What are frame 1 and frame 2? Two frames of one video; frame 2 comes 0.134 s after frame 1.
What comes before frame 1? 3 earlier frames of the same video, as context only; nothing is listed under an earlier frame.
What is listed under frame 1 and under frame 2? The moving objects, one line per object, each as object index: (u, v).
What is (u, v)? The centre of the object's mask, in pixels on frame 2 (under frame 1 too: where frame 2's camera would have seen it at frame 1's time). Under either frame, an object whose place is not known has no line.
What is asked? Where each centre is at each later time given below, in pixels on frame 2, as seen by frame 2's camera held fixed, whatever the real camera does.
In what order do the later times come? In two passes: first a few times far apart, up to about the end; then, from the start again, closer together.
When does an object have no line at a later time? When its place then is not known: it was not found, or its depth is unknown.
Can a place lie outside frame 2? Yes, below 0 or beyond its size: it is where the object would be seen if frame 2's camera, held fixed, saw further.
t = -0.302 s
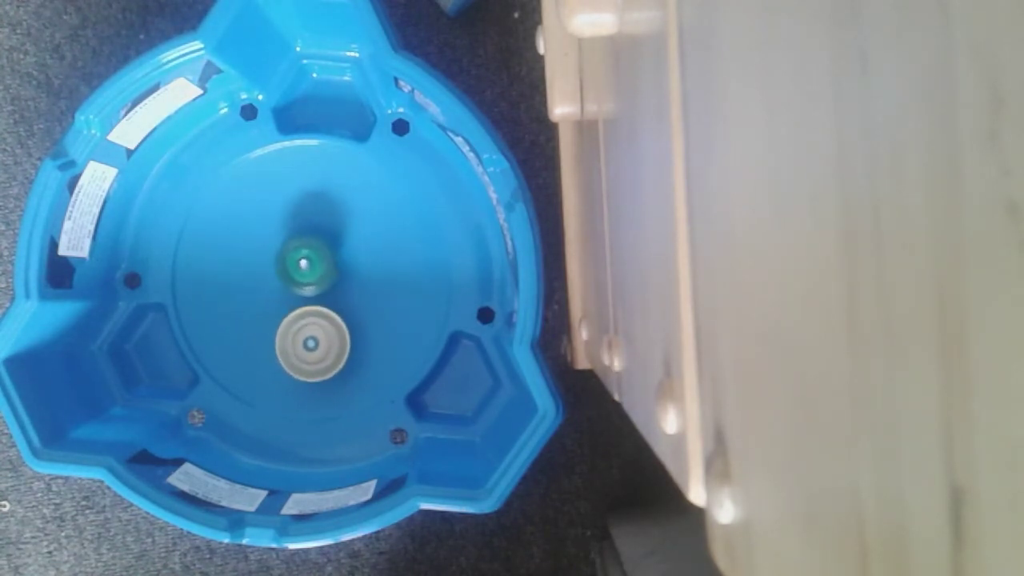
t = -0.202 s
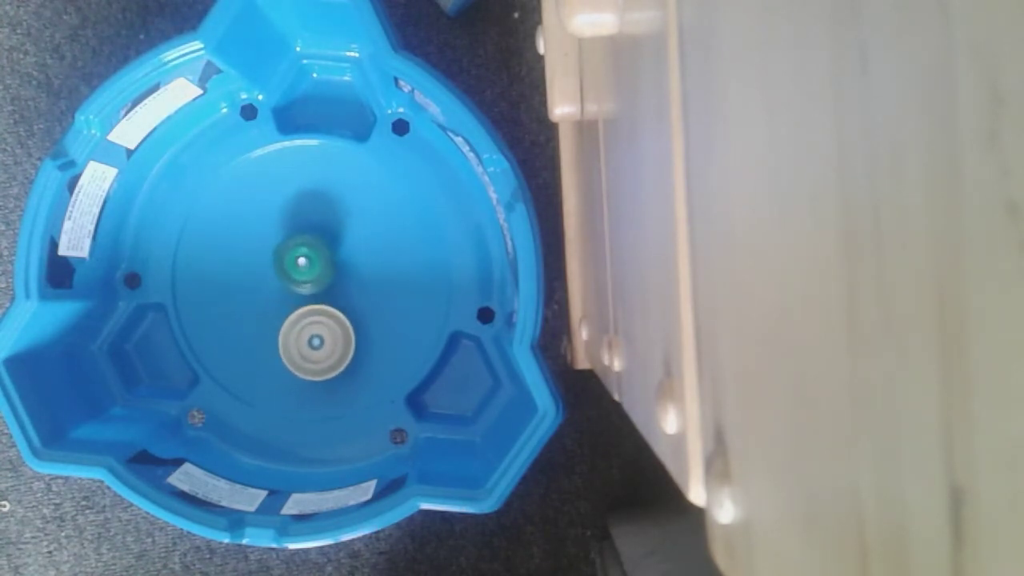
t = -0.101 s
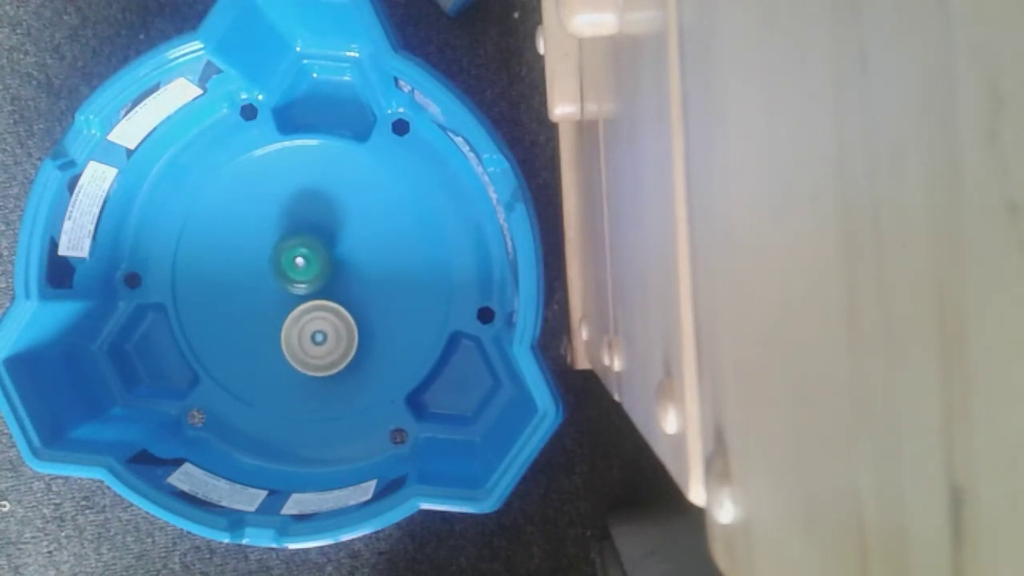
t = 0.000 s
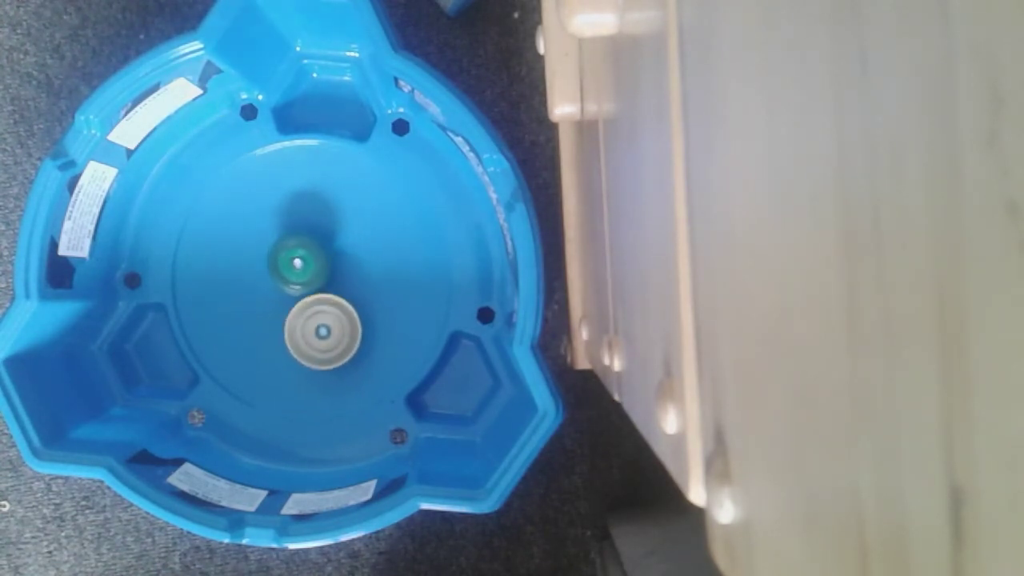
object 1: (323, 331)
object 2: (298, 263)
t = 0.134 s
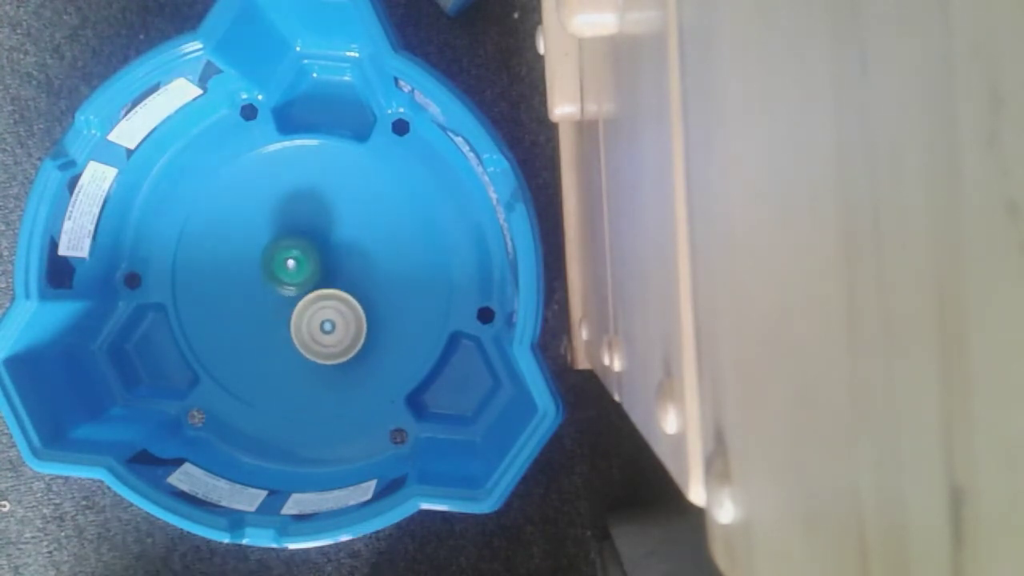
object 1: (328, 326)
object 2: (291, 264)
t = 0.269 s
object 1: (336, 322)
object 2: (289, 266)
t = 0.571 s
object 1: (353, 312)
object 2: (285, 271)
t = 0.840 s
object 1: (369, 303)
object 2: (274, 269)
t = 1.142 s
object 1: (363, 285)
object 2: (270, 270)
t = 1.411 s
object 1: (354, 262)
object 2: (284, 269)
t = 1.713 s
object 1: (366, 244)
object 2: (291, 263)
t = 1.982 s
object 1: (360, 250)
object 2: (288, 263)
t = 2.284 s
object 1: (341, 246)
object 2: (282, 281)
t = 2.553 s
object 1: (340, 238)
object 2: (294, 289)
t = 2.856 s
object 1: (345, 233)
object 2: (297, 284)
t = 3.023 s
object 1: (344, 233)
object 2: (288, 288)
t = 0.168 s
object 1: (330, 325)
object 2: (292, 264)
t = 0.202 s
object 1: (332, 325)
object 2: (290, 264)
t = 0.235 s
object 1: (334, 324)
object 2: (290, 264)
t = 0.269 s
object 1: (336, 322)
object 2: (289, 266)
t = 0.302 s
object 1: (339, 320)
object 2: (288, 267)
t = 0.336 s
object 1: (341, 318)
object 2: (288, 267)
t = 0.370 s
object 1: (344, 319)
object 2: (286, 267)
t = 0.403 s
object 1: (347, 318)
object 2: (285, 268)
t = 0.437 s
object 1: (348, 318)
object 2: (284, 268)
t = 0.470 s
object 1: (350, 317)
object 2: (284, 268)
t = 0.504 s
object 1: (351, 315)
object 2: (284, 269)
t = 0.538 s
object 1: (352, 313)
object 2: (285, 270)
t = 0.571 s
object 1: (353, 312)
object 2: (285, 271)
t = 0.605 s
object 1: (353, 310)
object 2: (285, 272)
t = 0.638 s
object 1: (353, 307)
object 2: (286, 271)
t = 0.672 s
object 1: (353, 305)
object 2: (287, 272)
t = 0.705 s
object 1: (357, 305)
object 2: (285, 272)
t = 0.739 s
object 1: (363, 307)
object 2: (278, 270)
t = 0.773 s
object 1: (366, 306)
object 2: (276, 270)
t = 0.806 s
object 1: (367, 305)
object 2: (275, 270)
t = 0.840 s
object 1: (369, 303)
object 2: (274, 269)
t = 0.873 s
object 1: (369, 301)
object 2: (271, 268)
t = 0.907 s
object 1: (370, 300)
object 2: (272, 267)
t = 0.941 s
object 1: (370, 298)
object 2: (271, 268)
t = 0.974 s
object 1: (370, 296)
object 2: (270, 268)
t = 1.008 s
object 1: (369, 294)
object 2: (270, 268)
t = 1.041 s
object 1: (368, 292)
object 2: (269, 269)
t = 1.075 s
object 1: (367, 290)
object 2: (269, 270)
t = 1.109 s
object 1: (365, 287)
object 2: (270, 270)
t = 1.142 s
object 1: (363, 285)
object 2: (270, 270)
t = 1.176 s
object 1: (361, 282)
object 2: (272, 269)
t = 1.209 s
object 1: (360, 280)
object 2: (274, 269)
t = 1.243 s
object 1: (358, 277)
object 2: (276, 269)
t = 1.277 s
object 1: (356, 274)
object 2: (277, 269)
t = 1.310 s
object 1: (354, 270)
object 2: (281, 270)
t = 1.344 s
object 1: (352, 268)
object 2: (283, 269)
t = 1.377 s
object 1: (353, 264)
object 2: (284, 269)
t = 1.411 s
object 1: (354, 262)
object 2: (284, 269)
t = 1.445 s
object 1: (356, 259)
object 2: (285, 269)
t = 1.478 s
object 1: (358, 256)
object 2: (285, 269)
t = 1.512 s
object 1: (359, 253)
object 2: (285, 267)
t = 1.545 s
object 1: (361, 251)
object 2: (285, 266)
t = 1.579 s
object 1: (362, 249)
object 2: (286, 266)
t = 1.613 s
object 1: (364, 247)
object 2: (288, 265)
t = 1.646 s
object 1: (365, 246)
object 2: (289, 264)
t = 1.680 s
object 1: (365, 245)
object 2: (290, 263)
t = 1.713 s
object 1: (366, 244)
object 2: (291, 263)
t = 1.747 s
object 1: (366, 244)
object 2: (293, 262)
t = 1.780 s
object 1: (366, 245)
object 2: (293, 261)
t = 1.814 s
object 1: (365, 245)
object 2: (294, 261)
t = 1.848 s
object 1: (364, 246)
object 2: (295, 260)
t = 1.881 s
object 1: (365, 245)
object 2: (294, 261)
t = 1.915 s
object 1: (367, 247)
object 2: (290, 261)
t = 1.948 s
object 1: (364, 249)
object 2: (289, 262)
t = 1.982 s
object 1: (360, 250)
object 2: (288, 263)
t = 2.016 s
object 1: (357, 250)
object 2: (288, 262)
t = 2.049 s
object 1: (355, 250)
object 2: (284, 265)
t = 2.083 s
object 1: (353, 250)
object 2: (284, 266)
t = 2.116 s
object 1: (350, 250)
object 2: (283, 269)
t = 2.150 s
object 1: (347, 250)
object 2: (282, 269)
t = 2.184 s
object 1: (344, 250)
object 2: (280, 275)
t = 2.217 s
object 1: (344, 249)
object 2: (280, 279)
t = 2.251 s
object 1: (342, 248)
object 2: (281, 279)
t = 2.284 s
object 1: (341, 246)
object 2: (282, 281)
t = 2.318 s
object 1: (340, 245)
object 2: (282, 282)
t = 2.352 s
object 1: (342, 244)
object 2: (284, 284)
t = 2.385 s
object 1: (340, 243)
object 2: (286, 285)
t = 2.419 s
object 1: (339, 241)
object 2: (287, 285)
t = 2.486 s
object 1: (341, 238)
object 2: (289, 288)
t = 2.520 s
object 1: (341, 238)
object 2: (292, 290)
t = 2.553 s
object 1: (340, 238)
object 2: (294, 289)
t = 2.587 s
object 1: (342, 235)
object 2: (294, 289)
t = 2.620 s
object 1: (346, 232)
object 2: (292, 292)
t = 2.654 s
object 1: (347, 232)
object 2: (294, 293)
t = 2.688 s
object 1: (346, 231)
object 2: (296, 292)
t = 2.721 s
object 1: (346, 231)
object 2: (296, 289)
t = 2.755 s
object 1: (345, 230)
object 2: (295, 289)
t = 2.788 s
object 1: (346, 230)
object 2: (296, 289)
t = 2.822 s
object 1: (346, 231)
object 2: (297, 287)
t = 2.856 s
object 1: (345, 233)
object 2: (297, 284)
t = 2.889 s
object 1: (344, 233)
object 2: (297, 283)
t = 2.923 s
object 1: (343, 234)
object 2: (295, 283)
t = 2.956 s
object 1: (342, 234)
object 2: (294, 283)
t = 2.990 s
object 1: (342, 235)
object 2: (293, 283)
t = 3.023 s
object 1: (344, 233)
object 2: (288, 288)
